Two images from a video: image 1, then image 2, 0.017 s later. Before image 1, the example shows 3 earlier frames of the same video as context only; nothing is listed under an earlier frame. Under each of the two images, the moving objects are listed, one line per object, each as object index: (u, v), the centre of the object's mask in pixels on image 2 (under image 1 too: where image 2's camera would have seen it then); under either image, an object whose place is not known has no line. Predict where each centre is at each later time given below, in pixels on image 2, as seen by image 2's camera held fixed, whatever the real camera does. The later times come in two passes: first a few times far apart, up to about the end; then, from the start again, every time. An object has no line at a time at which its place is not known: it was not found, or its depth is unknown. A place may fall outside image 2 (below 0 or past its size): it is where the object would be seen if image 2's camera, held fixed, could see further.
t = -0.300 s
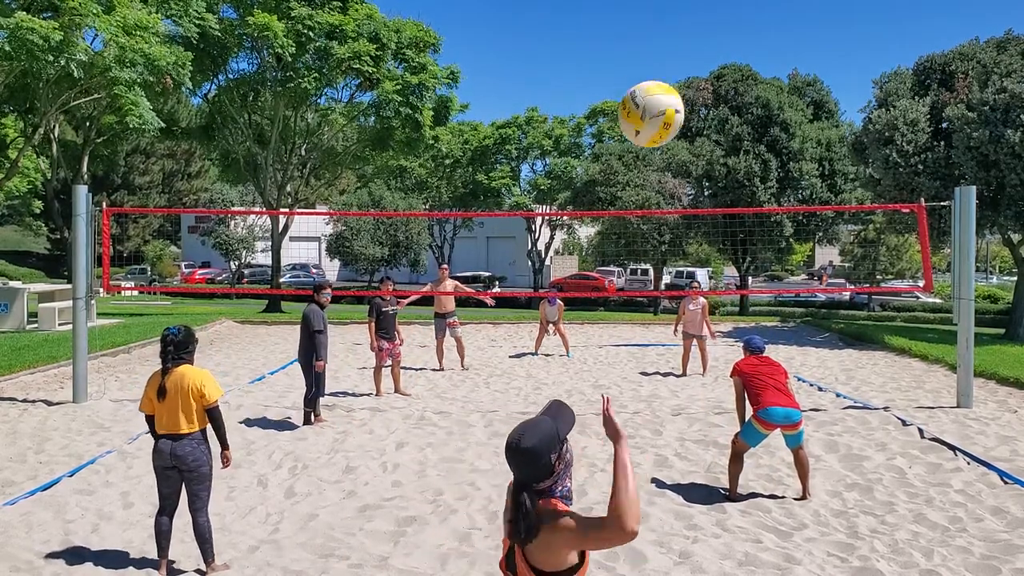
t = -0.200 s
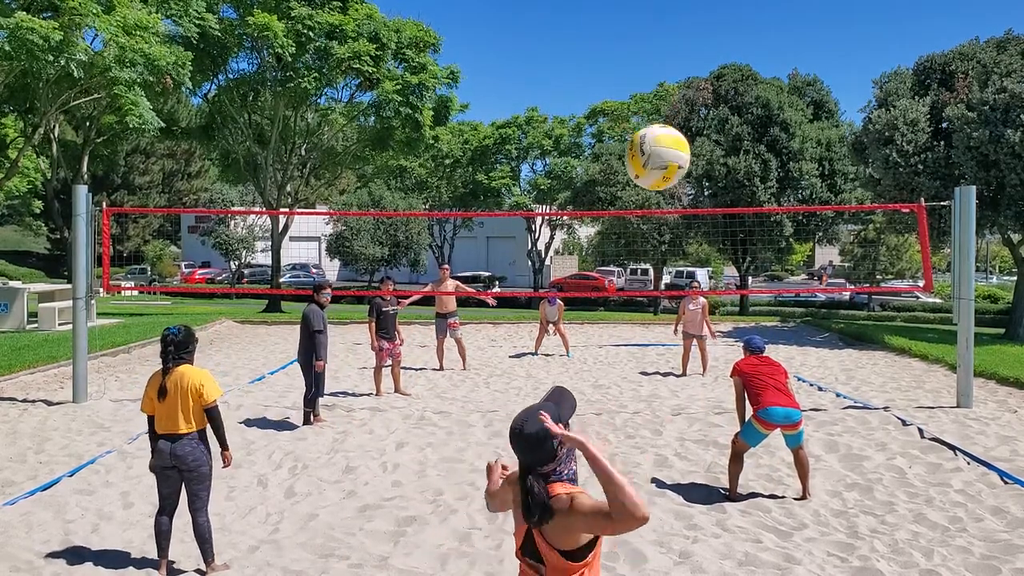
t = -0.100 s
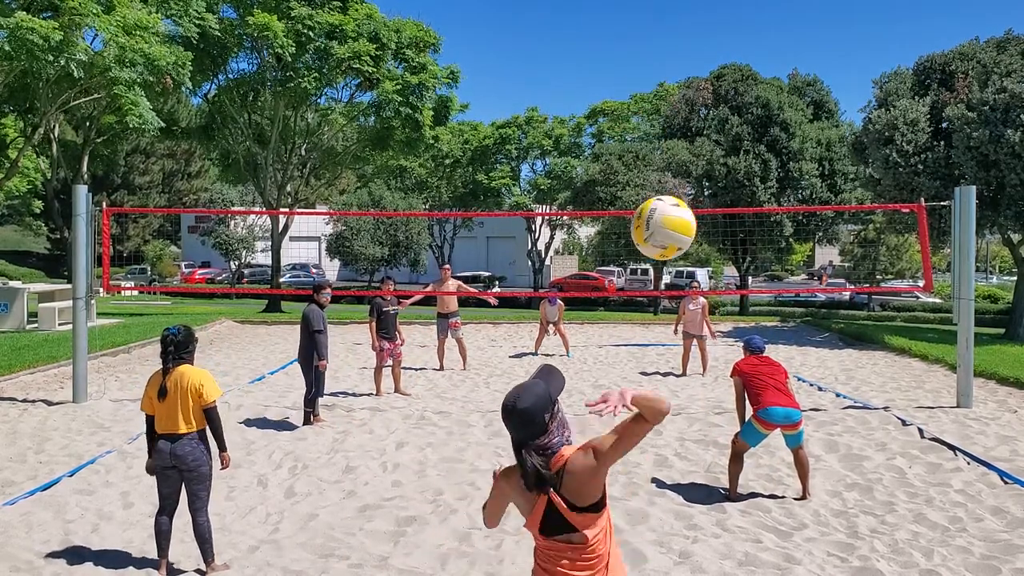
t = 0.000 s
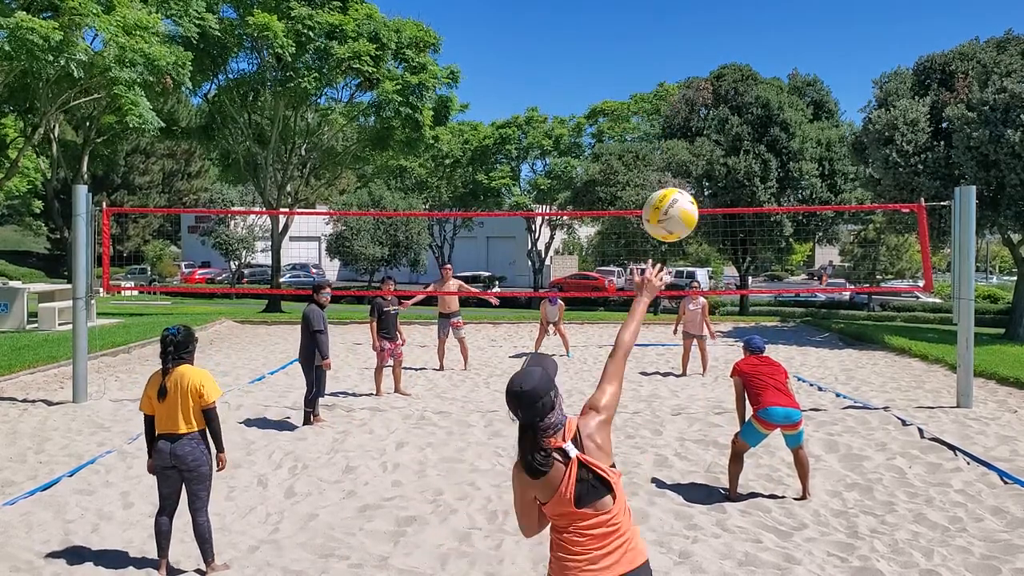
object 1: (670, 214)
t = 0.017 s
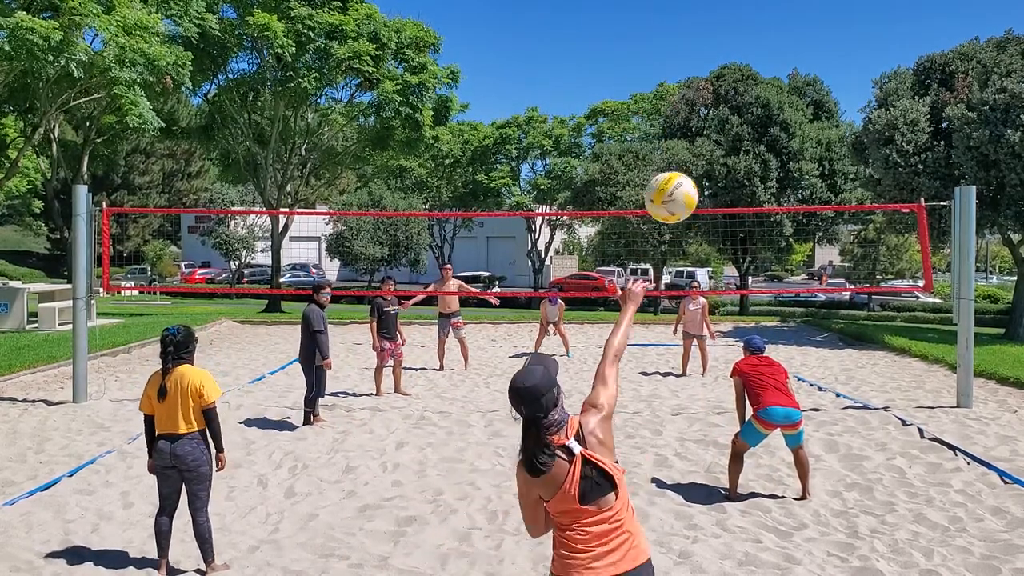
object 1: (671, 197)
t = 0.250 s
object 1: (674, 91)
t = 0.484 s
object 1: (675, 92)
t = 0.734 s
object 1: (676, 133)
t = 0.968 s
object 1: (676, 190)
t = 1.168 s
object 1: (674, 250)
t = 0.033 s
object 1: (672, 182)
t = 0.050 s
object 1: (672, 169)
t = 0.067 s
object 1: (673, 157)
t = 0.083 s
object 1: (673, 146)
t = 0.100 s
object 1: (674, 137)
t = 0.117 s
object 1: (674, 129)
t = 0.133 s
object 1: (675, 122)
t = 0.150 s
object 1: (675, 116)
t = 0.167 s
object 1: (674, 110)
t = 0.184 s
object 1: (674, 105)
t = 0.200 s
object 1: (674, 101)
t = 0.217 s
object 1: (674, 97)
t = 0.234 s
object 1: (674, 94)
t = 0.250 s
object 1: (674, 91)
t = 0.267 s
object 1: (674, 89)
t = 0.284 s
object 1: (674, 88)
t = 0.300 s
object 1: (674, 86)
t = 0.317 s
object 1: (674, 85)
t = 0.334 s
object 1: (674, 85)
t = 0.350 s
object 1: (674, 84)
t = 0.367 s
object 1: (674, 84)
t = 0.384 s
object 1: (674, 84)
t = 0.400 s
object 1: (674, 85)
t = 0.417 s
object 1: (675, 86)
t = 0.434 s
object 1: (675, 87)
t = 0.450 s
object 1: (675, 88)
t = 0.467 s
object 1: (675, 90)
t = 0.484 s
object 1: (675, 92)
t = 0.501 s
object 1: (675, 94)
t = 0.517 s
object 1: (675, 96)
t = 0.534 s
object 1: (675, 98)
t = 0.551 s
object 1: (675, 101)
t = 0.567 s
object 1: (675, 103)
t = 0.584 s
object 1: (675, 106)
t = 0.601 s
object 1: (675, 108)
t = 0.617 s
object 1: (675, 111)
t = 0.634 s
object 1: (675, 114)
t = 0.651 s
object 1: (675, 117)
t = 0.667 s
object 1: (675, 120)
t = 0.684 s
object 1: (675, 123)
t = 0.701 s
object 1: (675, 126)
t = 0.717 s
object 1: (676, 130)
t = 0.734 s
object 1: (676, 133)
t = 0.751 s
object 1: (676, 136)
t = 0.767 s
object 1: (676, 140)
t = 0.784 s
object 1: (676, 144)
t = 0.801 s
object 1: (676, 147)
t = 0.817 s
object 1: (677, 151)
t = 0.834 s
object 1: (676, 155)
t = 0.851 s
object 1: (676, 159)
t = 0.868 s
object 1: (676, 164)
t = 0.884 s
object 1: (676, 168)
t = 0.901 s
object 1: (676, 172)
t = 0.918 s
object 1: (676, 176)
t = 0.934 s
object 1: (676, 181)
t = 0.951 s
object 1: (675, 185)
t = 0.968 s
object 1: (676, 190)
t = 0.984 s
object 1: (675, 195)
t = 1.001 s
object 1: (674, 200)
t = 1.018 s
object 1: (675, 203)
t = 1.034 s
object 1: (675, 206)
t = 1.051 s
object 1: (675, 215)
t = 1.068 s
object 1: (674, 220)
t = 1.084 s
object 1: (674, 224)
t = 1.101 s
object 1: (674, 229)
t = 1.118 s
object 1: (674, 234)
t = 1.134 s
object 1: (674, 239)
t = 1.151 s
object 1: (674, 245)
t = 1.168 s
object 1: (674, 250)
